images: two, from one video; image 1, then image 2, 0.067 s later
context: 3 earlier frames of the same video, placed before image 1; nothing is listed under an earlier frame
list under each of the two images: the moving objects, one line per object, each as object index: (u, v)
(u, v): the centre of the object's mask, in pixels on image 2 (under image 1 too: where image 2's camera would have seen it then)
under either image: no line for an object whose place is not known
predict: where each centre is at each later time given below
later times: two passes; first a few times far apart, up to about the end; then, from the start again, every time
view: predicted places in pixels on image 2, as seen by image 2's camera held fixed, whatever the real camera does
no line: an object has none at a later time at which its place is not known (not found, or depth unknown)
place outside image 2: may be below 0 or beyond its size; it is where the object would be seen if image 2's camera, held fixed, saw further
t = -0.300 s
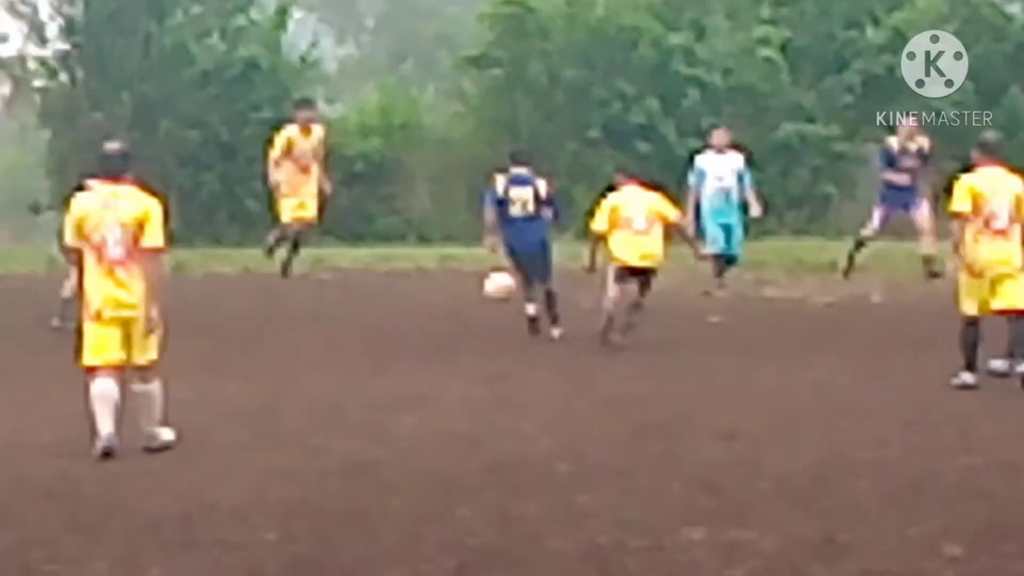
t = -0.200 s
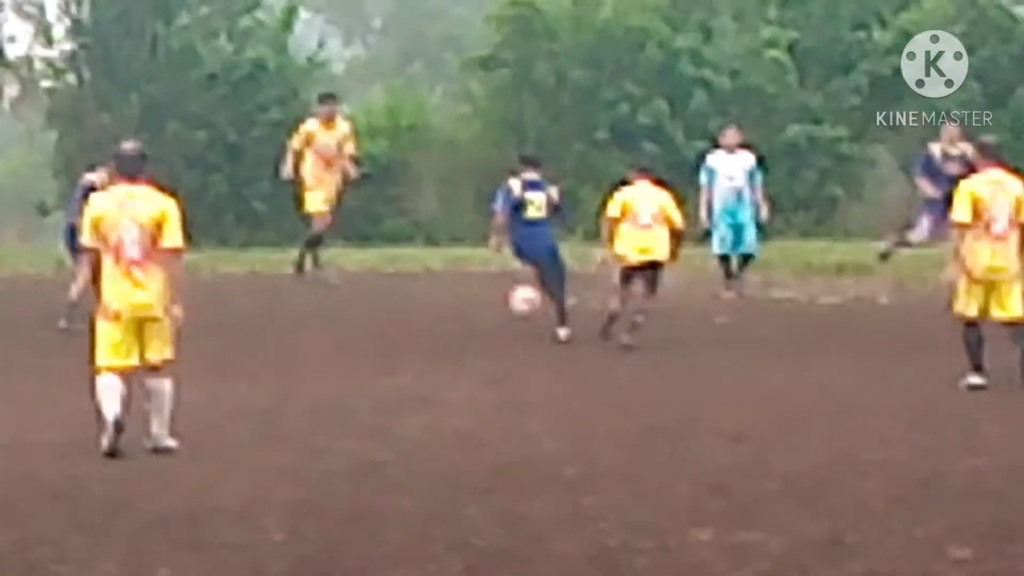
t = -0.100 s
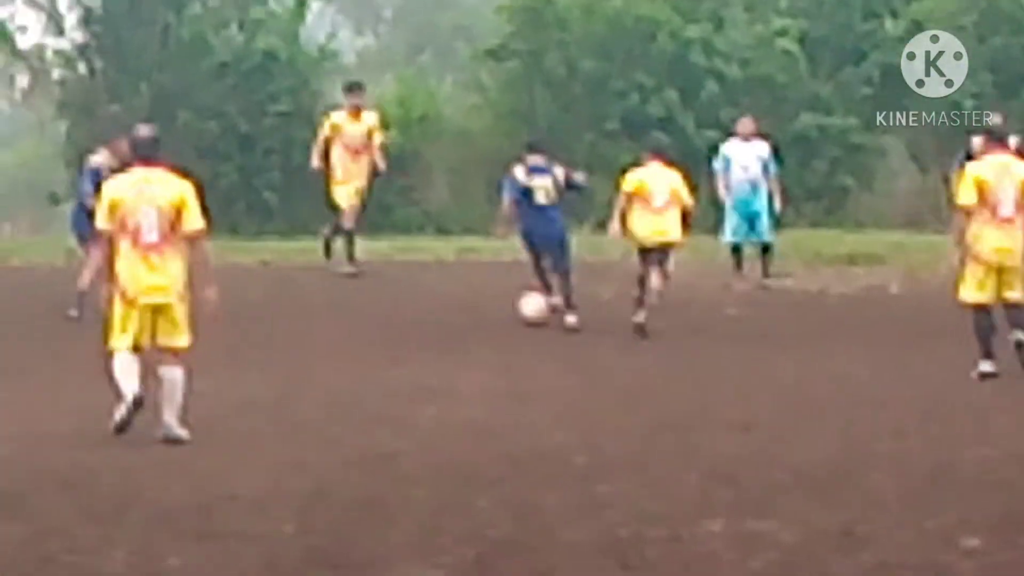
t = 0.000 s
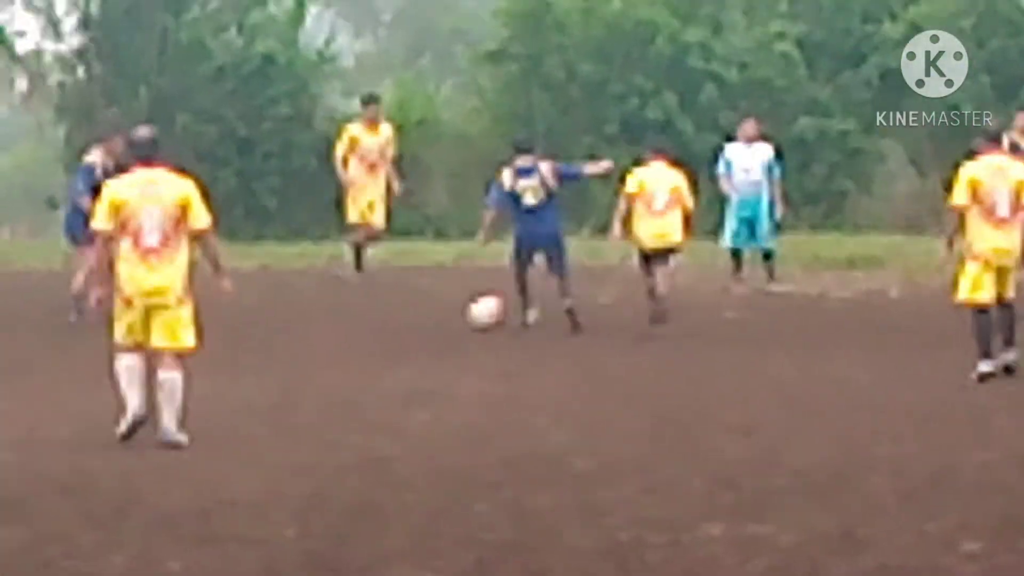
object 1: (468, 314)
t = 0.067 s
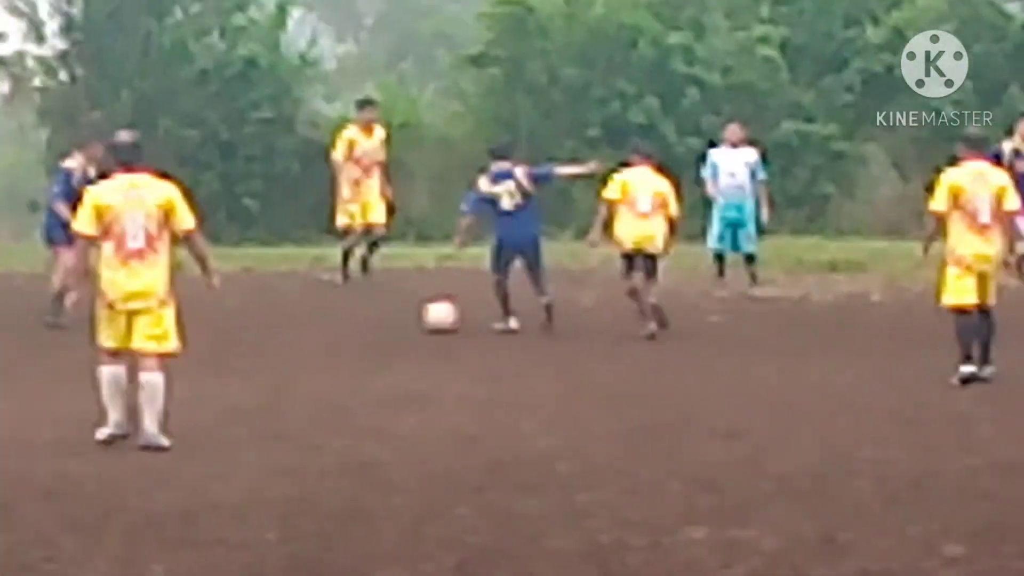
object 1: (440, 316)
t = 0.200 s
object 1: (394, 312)
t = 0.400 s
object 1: (331, 316)
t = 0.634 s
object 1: (258, 318)
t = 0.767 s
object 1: (218, 314)
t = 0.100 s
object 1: (428, 317)
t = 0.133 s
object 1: (415, 316)
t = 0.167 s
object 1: (403, 313)
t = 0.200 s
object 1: (394, 312)
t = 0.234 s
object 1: (383, 314)
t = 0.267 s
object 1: (372, 315)
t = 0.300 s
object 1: (362, 315)
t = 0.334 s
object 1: (351, 314)
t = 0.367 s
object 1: (340, 313)
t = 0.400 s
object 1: (331, 316)
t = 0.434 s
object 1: (322, 317)
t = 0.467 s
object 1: (311, 314)
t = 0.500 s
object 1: (300, 313)
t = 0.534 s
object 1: (290, 314)
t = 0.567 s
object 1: (279, 316)
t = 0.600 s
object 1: (269, 317)
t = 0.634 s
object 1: (258, 318)
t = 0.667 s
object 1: (248, 318)
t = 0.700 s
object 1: (237, 319)
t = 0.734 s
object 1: (228, 315)
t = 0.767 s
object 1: (218, 314)
